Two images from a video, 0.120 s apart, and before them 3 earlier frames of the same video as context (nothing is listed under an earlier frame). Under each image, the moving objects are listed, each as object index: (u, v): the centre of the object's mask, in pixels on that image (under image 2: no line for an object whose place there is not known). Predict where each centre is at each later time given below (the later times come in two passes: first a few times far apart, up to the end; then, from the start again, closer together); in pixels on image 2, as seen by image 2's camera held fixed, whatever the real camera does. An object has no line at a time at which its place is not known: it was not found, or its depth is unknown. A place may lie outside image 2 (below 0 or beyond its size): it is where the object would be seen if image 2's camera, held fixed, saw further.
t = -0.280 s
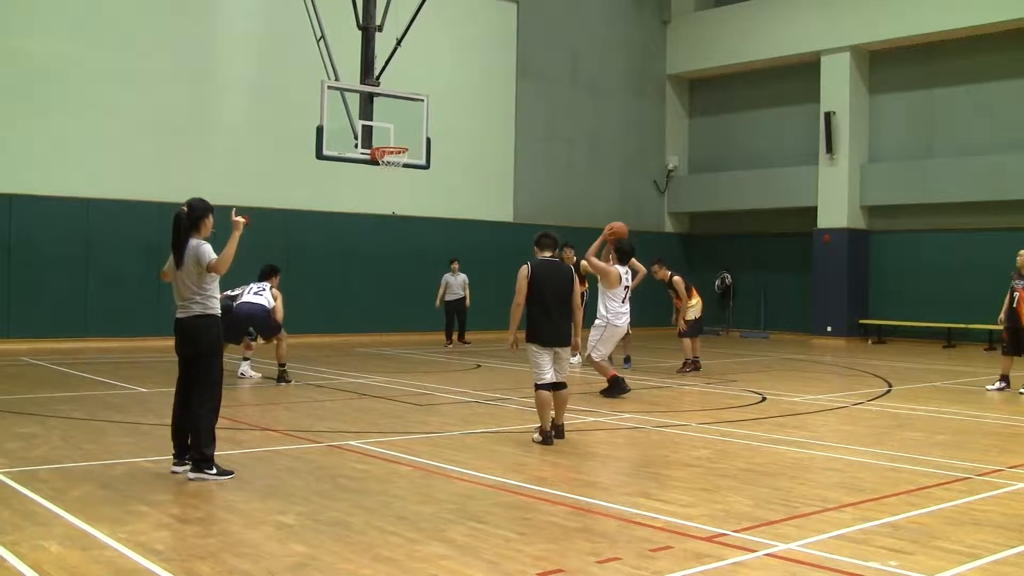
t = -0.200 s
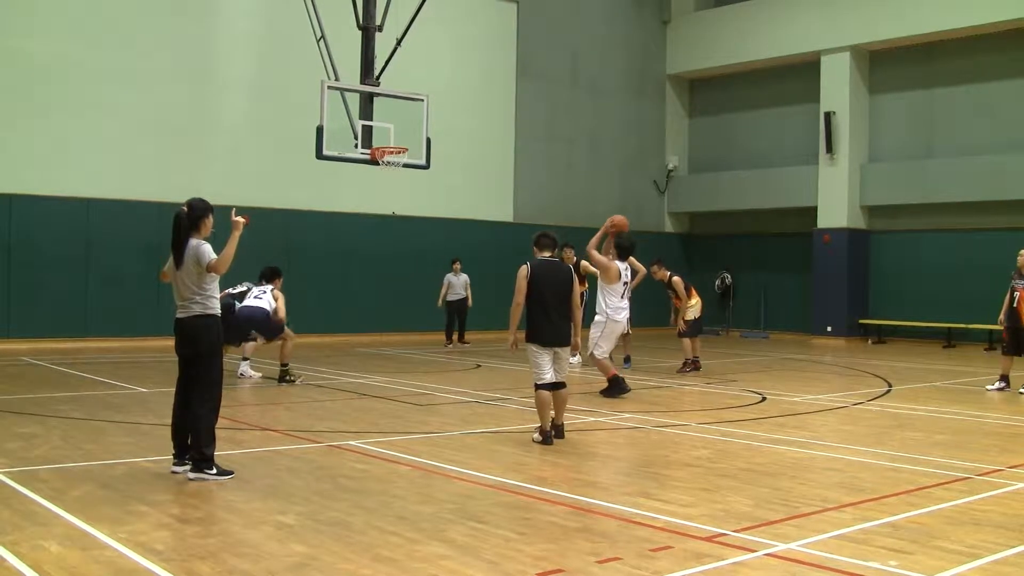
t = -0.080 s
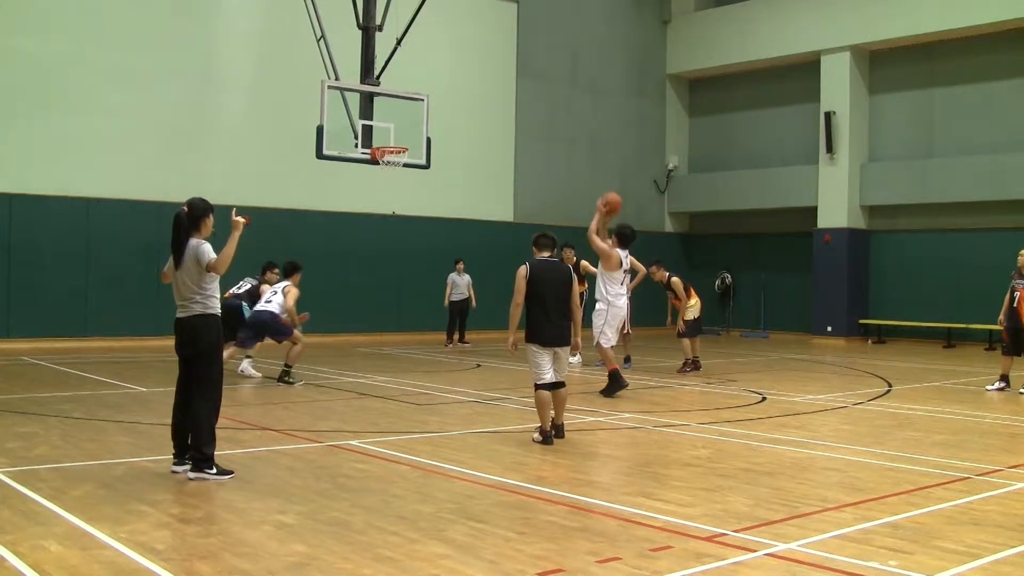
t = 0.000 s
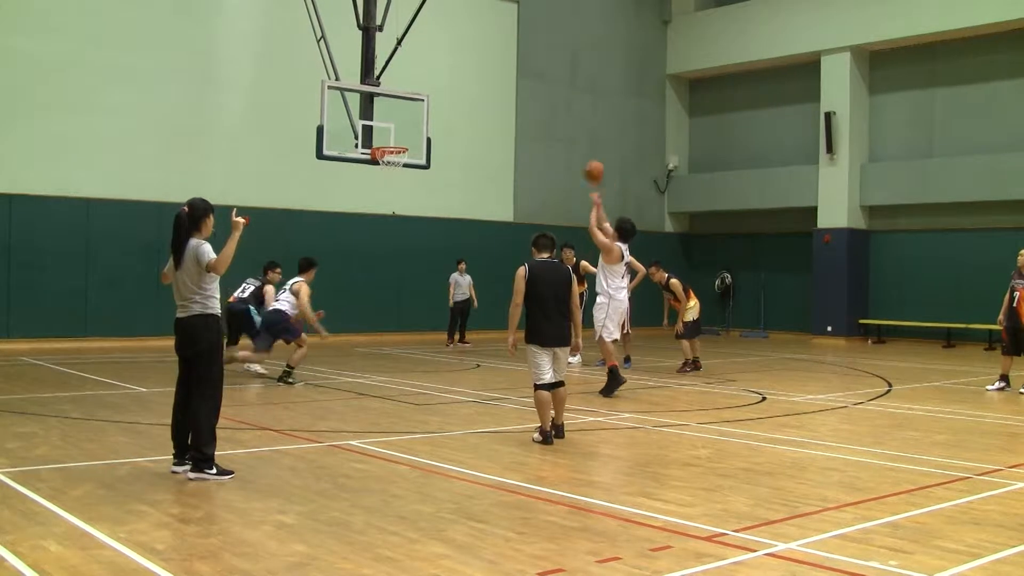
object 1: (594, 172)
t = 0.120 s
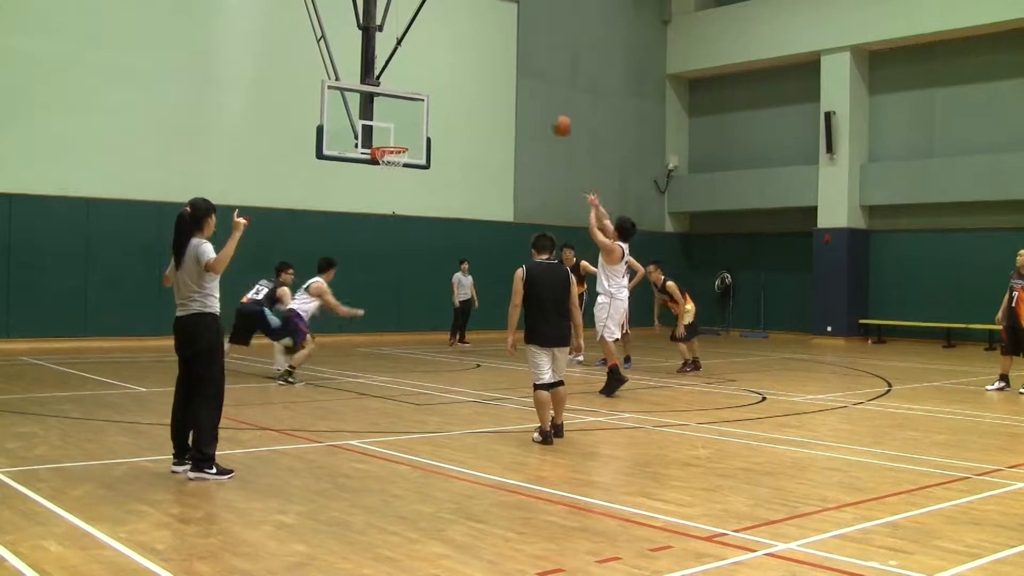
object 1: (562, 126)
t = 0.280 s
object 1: (522, 89)
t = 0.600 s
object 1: (452, 80)
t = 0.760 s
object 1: (420, 101)
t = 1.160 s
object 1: (405, 163)
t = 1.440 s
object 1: (408, 193)
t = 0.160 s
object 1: (551, 115)
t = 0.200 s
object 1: (541, 105)
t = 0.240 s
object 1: (532, 96)
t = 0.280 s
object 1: (522, 89)
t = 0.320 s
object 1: (513, 84)
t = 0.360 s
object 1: (503, 79)
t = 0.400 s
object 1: (494, 77)
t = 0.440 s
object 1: (486, 75)
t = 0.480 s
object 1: (477, 74)
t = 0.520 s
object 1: (468, 75)
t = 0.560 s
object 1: (460, 77)
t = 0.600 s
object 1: (452, 80)
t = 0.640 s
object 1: (444, 83)
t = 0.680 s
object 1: (436, 88)
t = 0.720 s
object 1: (428, 94)
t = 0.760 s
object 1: (420, 101)
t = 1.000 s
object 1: (393, 158)
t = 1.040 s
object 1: (402, 163)
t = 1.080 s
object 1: (403, 164)
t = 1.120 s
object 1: (404, 163)
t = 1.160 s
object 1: (405, 163)
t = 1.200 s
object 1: (405, 163)
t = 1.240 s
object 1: (406, 165)
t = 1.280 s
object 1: (406, 169)
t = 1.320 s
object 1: (407, 173)
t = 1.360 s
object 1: (407, 179)
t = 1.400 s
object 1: (408, 185)
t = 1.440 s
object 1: (408, 193)
